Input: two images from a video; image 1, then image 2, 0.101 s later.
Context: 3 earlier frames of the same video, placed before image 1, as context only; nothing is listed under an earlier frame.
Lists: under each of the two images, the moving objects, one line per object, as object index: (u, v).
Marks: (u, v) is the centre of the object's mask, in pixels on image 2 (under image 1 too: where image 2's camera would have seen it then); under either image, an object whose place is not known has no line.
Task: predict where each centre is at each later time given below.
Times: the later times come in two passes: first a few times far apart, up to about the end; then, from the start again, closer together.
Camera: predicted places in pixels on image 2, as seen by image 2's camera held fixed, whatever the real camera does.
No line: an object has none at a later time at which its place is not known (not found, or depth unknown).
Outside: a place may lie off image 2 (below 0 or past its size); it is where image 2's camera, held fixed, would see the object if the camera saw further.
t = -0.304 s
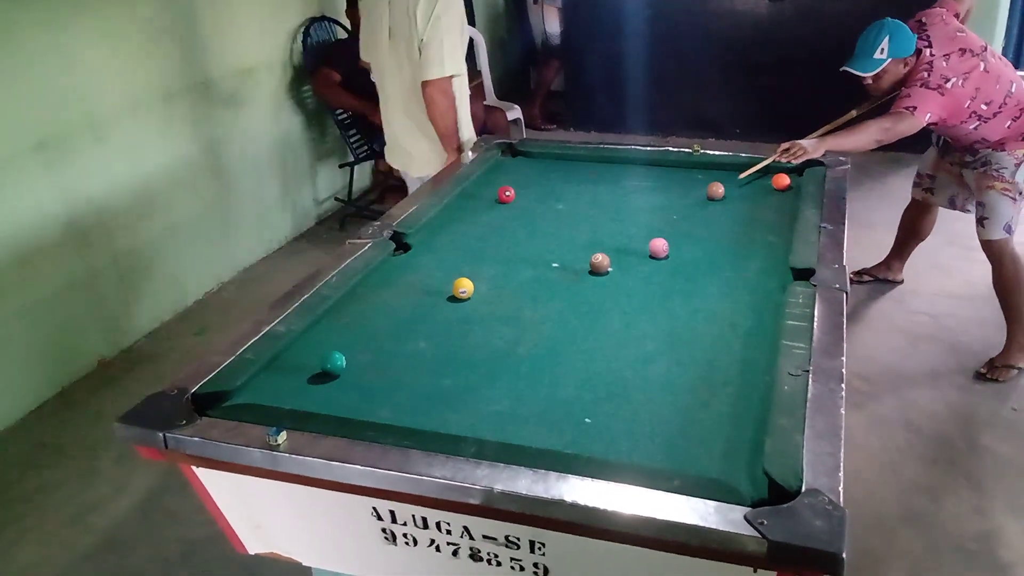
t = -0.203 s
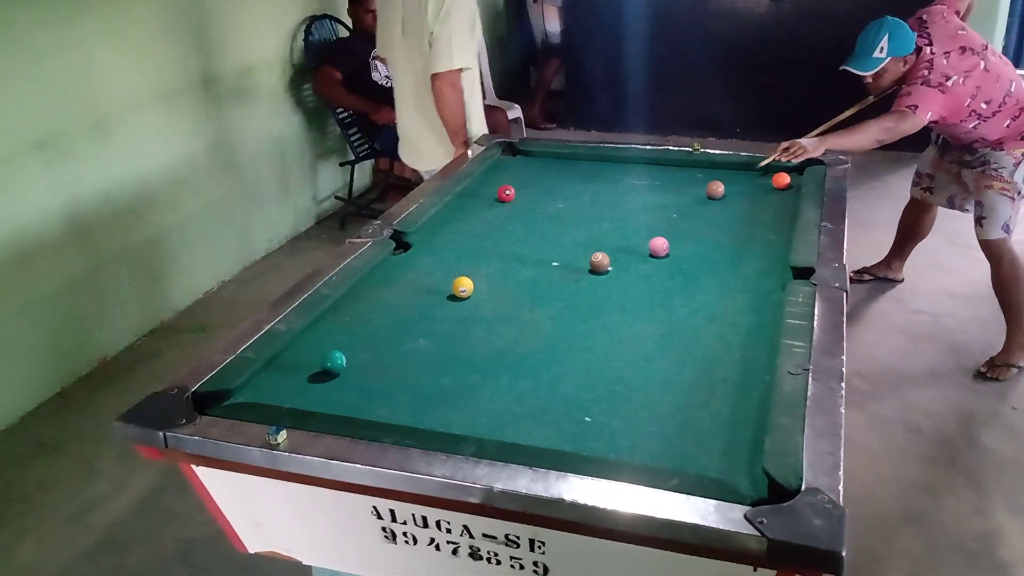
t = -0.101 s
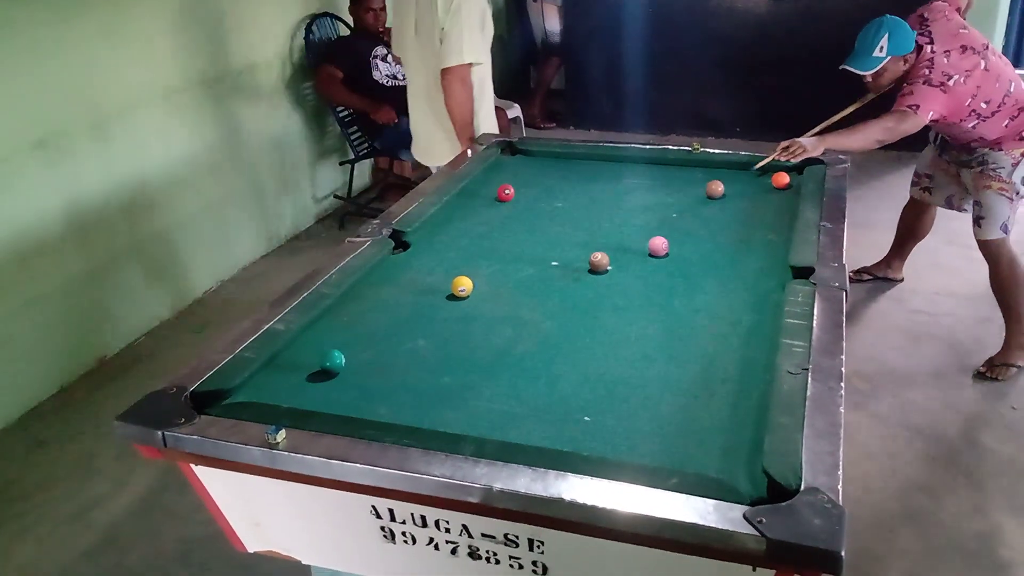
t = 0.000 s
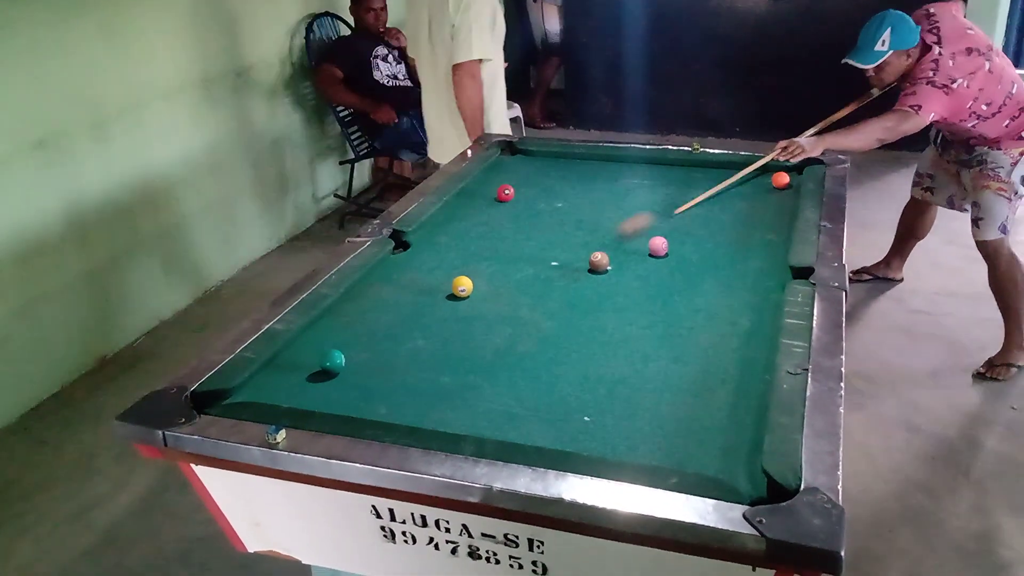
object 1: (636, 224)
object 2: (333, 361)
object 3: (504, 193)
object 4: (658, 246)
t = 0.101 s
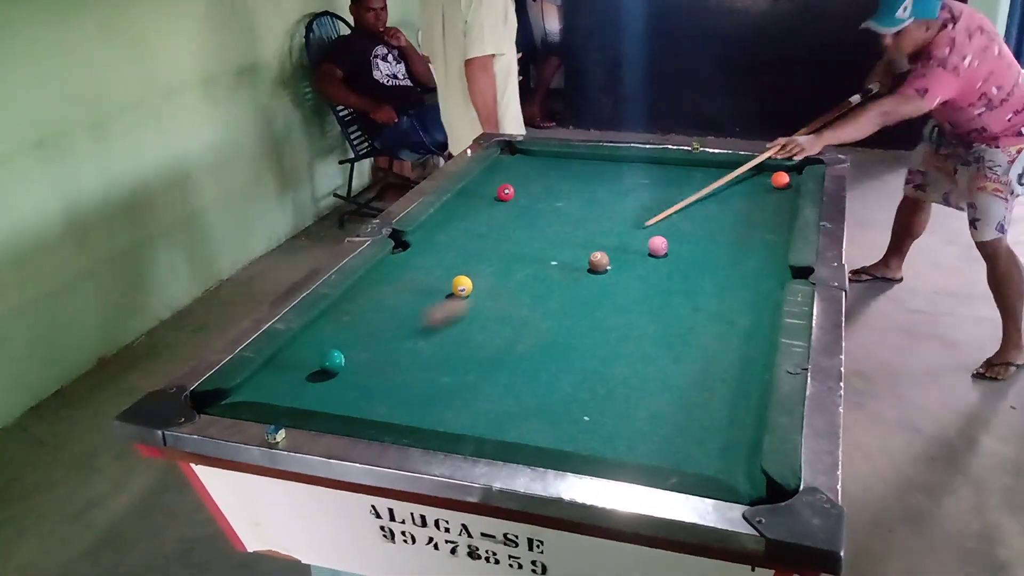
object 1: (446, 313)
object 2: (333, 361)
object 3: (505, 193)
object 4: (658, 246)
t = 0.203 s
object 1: (349, 381)
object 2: (256, 382)
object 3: (504, 193)
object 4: (658, 246)
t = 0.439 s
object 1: (417, 371)
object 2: (389, 278)
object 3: (504, 193)
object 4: (657, 246)
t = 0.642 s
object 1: (492, 333)
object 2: (465, 216)
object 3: (504, 193)
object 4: (657, 245)
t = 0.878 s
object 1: (565, 295)
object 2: (489, 178)
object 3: (559, 182)
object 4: (657, 246)
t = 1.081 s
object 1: (619, 268)
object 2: (530, 163)
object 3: (614, 171)
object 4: (657, 246)
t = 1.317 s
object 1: (658, 250)
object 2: (560, 159)
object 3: (668, 162)
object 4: (674, 234)
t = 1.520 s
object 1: (678, 244)
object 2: (570, 172)
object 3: (691, 171)
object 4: (696, 219)
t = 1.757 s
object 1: (699, 237)
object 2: (582, 187)
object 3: (717, 181)
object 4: (719, 202)
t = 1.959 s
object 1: (714, 231)
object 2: (592, 200)
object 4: (736, 195)
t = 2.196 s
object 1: (731, 225)
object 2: (607, 217)
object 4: (756, 198)
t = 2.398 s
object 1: (742, 220)
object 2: (620, 231)
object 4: (771, 201)
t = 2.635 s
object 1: (755, 215)
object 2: (636, 248)
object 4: (784, 204)
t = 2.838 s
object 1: (764, 211)
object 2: (651, 264)
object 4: (777, 204)
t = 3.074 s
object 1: (765, 211)
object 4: (775, 201)
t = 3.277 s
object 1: (764, 211)
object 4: (774, 199)
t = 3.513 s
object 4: (773, 198)
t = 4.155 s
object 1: (764, 211)
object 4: (772, 195)
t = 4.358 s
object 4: (772, 195)
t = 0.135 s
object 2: (334, 360)
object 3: (504, 193)
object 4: (658, 246)
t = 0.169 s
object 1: (354, 364)
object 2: (248, 387)
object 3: (504, 193)
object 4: (657, 246)
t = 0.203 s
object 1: (349, 381)
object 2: (256, 382)
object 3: (504, 193)
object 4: (658, 246)
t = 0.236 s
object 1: (344, 397)
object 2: (277, 360)
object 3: (504, 193)
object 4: (657, 245)
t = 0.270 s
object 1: (341, 405)
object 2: (300, 342)
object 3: (504, 193)
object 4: (657, 246)
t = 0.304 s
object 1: (356, 401)
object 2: (319, 331)
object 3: (504, 193)
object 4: (657, 246)
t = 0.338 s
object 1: (374, 392)
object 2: (337, 318)
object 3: (504, 193)
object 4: (657, 246)
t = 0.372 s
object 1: (388, 385)
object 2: (356, 303)
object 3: (504, 193)
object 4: (657, 246)
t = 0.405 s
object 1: (403, 378)
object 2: (373, 291)
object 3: (504, 193)
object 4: (657, 246)
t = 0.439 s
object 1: (417, 371)
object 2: (389, 278)
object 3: (504, 193)
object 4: (657, 246)
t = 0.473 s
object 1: (431, 365)
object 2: (403, 266)
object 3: (504, 193)
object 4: (657, 246)
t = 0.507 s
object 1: (443, 357)
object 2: (417, 255)
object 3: (504, 193)
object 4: (657, 246)
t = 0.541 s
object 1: (456, 351)
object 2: (430, 244)
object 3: (504, 193)
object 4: (657, 246)
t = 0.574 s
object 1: (468, 345)
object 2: (443, 234)
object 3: (504, 193)
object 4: (657, 246)
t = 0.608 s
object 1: (481, 339)
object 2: (454, 224)
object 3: (504, 193)
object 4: (657, 246)
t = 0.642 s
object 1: (492, 333)
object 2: (465, 216)
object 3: (504, 193)
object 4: (657, 245)
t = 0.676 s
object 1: (503, 328)
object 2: (476, 207)
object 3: (504, 193)
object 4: (657, 246)
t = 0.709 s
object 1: (514, 322)
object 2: (486, 198)
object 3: (504, 193)
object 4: (657, 246)
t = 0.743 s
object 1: (526, 316)
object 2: (486, 192)
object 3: (514, 191)
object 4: (657, 246)
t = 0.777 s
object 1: (535, 310)
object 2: (479, 187)
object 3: (527, 188)
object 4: (657, 246)
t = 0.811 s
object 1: (546, 305)
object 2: (475, 182)
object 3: (538, 186)
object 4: (657, 246)
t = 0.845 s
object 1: (556, 300)
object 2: (481, 180)
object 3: (549, 184)
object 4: (657, 246)
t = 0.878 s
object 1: (565, 295)
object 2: (489, 178)
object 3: (559, 182)
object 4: (657, 246)
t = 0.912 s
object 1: (575, 291)
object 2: (496, 175)
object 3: (568, 180)
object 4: (657, 246)
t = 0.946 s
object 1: (584, 286)
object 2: (504, 172)
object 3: (578, 178)
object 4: (657, 246)
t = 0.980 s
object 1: (593, 281)
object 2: (510, 170)
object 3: (587, 176)
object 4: (657, 246)
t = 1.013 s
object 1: (602, 276)
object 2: (518, 168)
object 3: (596, 175)
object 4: (657, 246)
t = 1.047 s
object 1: (611, 272)
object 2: (523, 166)
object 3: (605, 173)
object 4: (657, 246)
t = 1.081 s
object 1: (619, 268)
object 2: (530, 163)
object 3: (614, 171)
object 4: (657, 246)
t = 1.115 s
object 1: (627, 264)
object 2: (536, 160)
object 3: (623, 169)
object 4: (657, 245)
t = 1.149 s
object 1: (635, 259)
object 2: (543, 158)
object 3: (631, 167)
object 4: (657, 245)
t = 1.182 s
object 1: (642, 255)
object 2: (549, 156)
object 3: (640, 165)
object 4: (658, 244)
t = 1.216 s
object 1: (649, 251)
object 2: (555, 154)
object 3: (648, 164)
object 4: (661, 242)
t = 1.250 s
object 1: (651, 251)
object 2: (557, 155)
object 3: (657, 162)
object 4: (665, 239)
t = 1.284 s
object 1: (655, 251)
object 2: (558, 157)
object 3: (665, 161)
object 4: (669, 236)
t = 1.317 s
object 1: (658, 250)
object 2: (560, 159)
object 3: (668, 162)
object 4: (674, 234)
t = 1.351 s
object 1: (661, 249)
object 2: (561, 161)
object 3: (672, 163)
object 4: (678, 231)
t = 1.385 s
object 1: (665, 248)
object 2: (563, 163)
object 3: (676, 165)
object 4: (681, 229)
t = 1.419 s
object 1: (668, 247)
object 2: (565, 165)
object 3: (679, 166)
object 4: (685, 226)
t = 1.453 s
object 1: (671, 246)
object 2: (567, 168)
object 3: (684, 168)
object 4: (688, 224)
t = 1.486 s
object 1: (675, 245)
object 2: (568, 170)
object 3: (687, 169)
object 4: (692, 221)
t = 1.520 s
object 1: (678, 244)
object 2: (570, 172)
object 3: (691, 171)
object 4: (696, 219)
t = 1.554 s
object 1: (681, 243)
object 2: (571, 174)
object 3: (694, 172)
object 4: (699, 216)
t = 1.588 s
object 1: (684, 242)
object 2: (573, 176)
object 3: (698, 174)
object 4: (703, 214)
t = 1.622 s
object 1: (687, 241)
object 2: (575, 179)
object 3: (701, 175)
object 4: (706, 211)
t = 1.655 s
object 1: (690, 240)
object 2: (577, 180)
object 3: (705, 177)
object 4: (709, 209)
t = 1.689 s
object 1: (693, 239)
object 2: (578, 183)
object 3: (709, 178)
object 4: (712, 207)
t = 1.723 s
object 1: (695, 238)
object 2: (580, 185)
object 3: (713, 179)
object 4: (715, 204)
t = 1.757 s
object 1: (699, 237)
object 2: (582, 187)
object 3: (717, 181)
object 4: (719, 202)
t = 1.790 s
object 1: (701, 236)
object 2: (583, 189)
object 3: (720, 182)
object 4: (722, 200)
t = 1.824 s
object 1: (703, 235)
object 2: (586, 192)
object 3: (724, 183)
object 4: (725, 198)
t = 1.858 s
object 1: (706, 234)
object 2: (587, 193)
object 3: (728, 183)
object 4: (728, 196)
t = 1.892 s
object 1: (710, 233)
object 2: (589, 196)
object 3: (731, 182)
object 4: (731, 193)
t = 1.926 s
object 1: (711, 232)
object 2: (591, 198)
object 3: (737, 183)
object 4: (733, 194)
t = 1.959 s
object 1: (714, 231)
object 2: (592, 200)
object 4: (736, 195)
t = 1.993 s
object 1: (717, 230)
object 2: (595, 203)
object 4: (739, 195)
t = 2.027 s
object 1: (719, 229)
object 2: (597, 205)
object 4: (742, 196)
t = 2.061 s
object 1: (722, 228)
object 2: (599, 207)
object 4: (745, 196)
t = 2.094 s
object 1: (724, 228)
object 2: (601, 209)
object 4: (748, 197)
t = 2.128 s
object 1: (726, 227)
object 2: (603, 212)
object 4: (751, 197)
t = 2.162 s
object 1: (728, 226)
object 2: (605, 214)
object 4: (754, 198)
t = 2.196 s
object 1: (731, 225)
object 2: (607, 217)
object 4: (756, 198)
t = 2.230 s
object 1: (733, 224)
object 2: (609, 219)
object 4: (759, 198)
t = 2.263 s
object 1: (735, 223)
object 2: (612, 221)
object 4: (761, 199)
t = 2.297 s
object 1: (737, 222)
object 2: (613, 223)
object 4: (764, 200)
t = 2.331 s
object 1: (739, 222)
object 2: (616, 227)
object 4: (766, 200)
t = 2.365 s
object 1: (740, 221)
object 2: (618, 229)
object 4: (769, 201)
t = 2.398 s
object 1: (742, 220)
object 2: (620, 231)
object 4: (771, 201)
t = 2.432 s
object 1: (745, 219)
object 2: (623, 233)
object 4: (774, 201)
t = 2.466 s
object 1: (746, 218)
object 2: (625, 235)
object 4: (776, 202)
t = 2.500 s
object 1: (748, 218)
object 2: (627, 238)
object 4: (778, 203)
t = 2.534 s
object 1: (750, 217)
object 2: (629, 241)
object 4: (780, 203)
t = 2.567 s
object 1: (752, 216)
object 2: (631, 243)
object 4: (783, 203)
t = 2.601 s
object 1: (754, 216)
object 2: (634, 245)
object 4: (784, 204)
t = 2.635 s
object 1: (755, 215)
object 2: (636, 248)
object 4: (784, 204)
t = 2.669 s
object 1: (756, 214)
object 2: (639, 251)
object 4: (783, 205)
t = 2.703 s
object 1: (758, 214)
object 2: (641, 253)
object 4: (781, 205)
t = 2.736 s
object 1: (760, 213)
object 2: (644, 255)
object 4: (780, 205)
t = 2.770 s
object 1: (761, 213)
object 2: (646, 258)
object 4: (778, 205)
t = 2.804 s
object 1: (762, 212)
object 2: (648, 261)
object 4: (778, 205)
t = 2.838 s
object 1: (764, 211)
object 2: (651, 264)
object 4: (777, 204)
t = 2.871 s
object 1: (765, 211)
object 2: (653, 266)
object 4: (777, 204)
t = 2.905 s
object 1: (765, 211)
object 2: (656, 268)
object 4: (777, 203)
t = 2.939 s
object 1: (765, 211)
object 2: (659, 271)
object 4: (776, 203)
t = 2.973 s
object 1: (765, 211)
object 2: (662, 274)
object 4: (776, 202)
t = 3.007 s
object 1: (764, 211)
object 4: (776, 202)
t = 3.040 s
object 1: (764, 211)
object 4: (776, 202)
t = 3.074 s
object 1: (765, 211)
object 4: (775, 201)
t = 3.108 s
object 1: (764, 211)
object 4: (775, 201)
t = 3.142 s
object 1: (765, 211)
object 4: (775, 201)
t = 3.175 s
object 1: (764, 211)
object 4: (774, 200)
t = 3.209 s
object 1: (765, 211)
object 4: (775, 200)
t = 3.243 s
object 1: (764, 211)
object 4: (774, 200)
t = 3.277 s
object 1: (764, 211)
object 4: (774, 199)
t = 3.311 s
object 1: (764, 211)
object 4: (774, 199)
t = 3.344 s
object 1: (764, 211)
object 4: (774, 199)
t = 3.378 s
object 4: (774, 198)
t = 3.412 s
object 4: (773, 198)
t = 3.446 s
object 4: (773, 198)
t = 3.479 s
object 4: (773, 198)
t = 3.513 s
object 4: (773, 198)
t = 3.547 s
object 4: (772, 197)
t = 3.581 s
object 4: (772, 197)
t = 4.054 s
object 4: (772, 195)
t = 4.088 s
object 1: (764, 211)
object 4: (772, 195)
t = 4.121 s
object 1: (764, 211)
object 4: (772, 195)
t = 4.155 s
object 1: (764, 211)
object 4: (772, 195)
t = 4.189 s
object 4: (772, 195)
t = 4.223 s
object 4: (772, 195)
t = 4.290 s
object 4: (772, 195)
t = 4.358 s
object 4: (772, 195)
